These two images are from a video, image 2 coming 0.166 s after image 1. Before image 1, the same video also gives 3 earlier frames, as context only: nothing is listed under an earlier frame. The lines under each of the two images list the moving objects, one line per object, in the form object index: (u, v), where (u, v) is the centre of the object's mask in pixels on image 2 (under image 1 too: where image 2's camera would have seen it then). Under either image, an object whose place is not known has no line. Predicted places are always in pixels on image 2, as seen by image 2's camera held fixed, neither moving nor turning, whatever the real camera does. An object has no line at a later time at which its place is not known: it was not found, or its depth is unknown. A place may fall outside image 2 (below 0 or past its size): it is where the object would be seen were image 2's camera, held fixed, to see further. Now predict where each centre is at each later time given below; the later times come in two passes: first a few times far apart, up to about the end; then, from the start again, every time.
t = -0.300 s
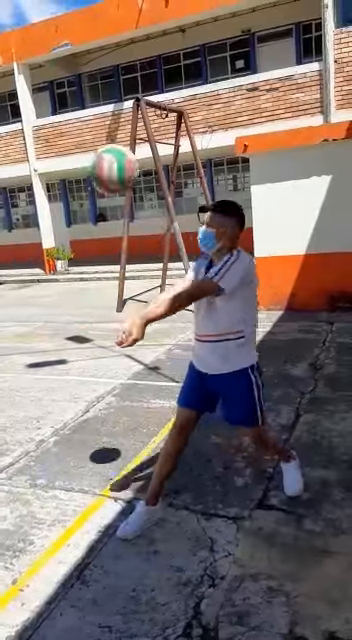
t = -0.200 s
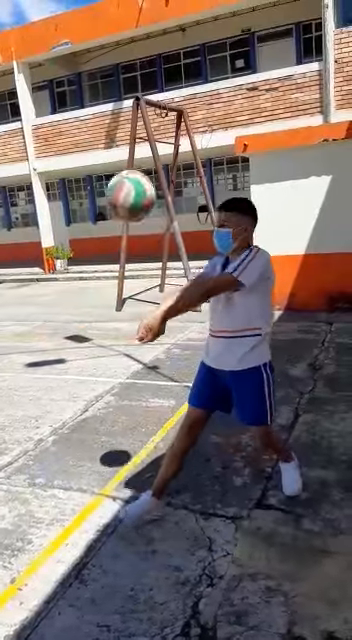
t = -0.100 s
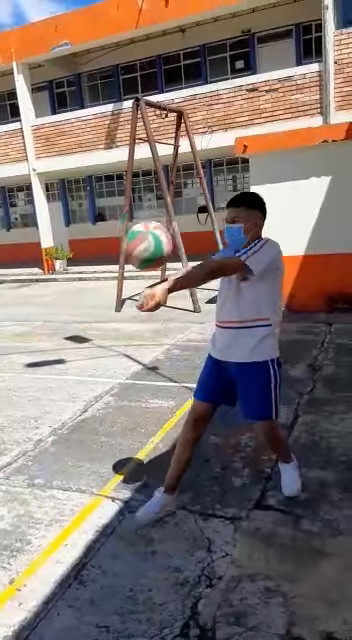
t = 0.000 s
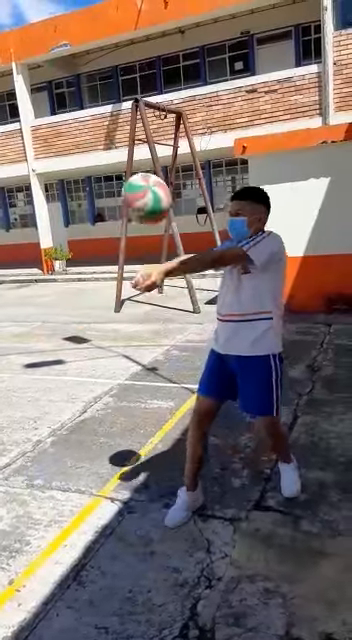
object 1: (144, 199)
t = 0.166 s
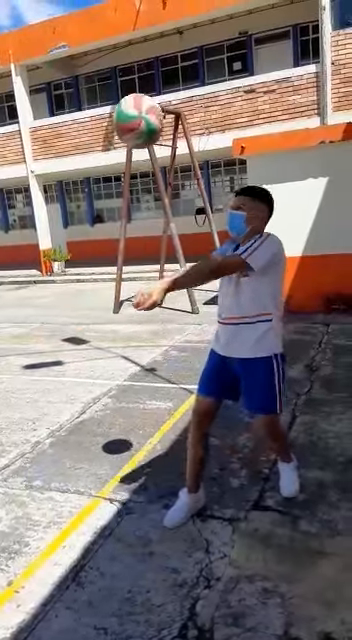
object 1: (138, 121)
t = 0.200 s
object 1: (137, 113)
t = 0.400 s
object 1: (140, 127)
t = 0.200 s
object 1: (137, 113)
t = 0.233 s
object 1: (138, 109)
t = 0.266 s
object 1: (138, 108)
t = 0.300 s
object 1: (138, 109)
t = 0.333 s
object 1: (138, 112)
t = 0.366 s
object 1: (139, 119)
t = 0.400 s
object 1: (140, 127)
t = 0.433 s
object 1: (142, 140)
